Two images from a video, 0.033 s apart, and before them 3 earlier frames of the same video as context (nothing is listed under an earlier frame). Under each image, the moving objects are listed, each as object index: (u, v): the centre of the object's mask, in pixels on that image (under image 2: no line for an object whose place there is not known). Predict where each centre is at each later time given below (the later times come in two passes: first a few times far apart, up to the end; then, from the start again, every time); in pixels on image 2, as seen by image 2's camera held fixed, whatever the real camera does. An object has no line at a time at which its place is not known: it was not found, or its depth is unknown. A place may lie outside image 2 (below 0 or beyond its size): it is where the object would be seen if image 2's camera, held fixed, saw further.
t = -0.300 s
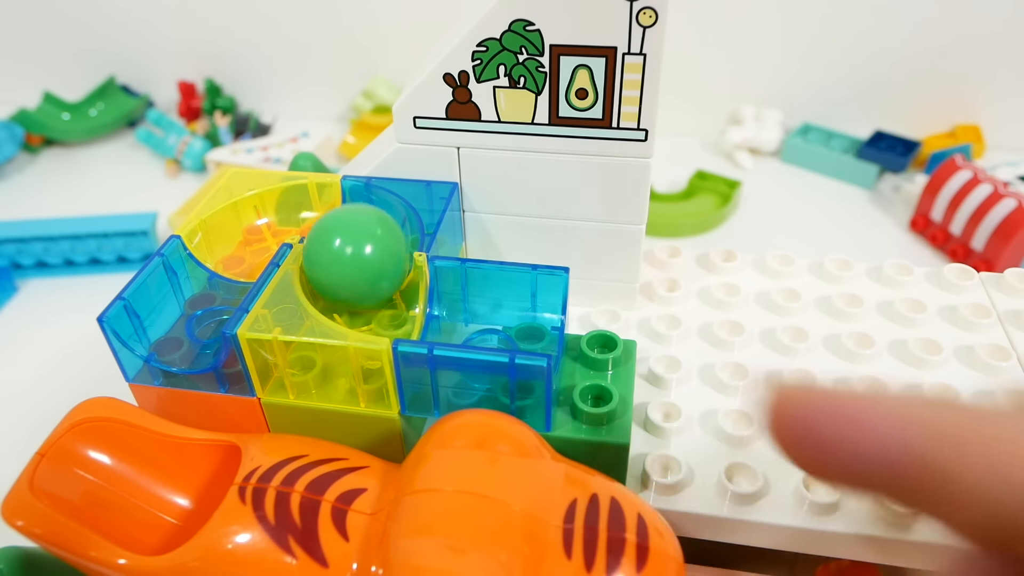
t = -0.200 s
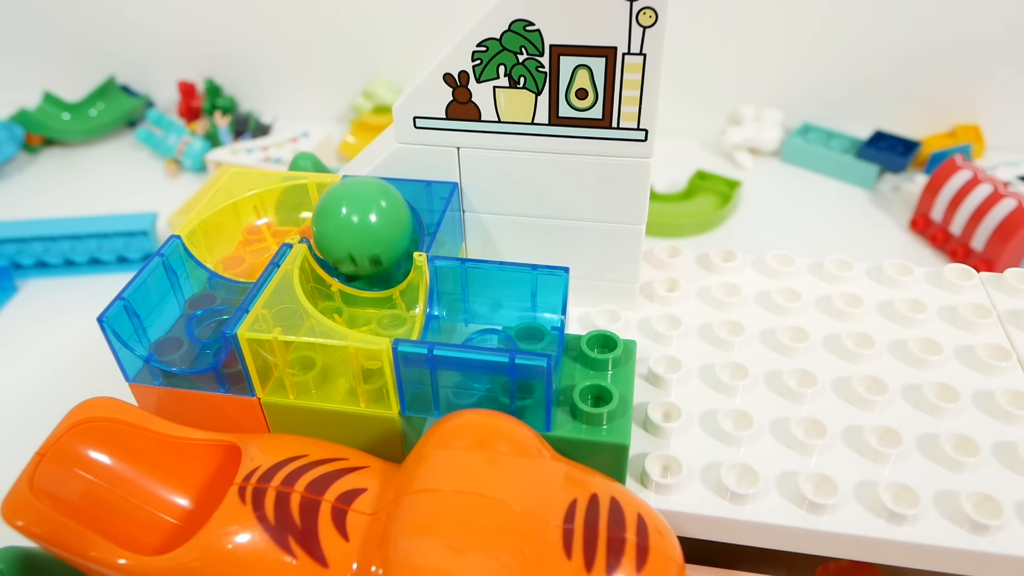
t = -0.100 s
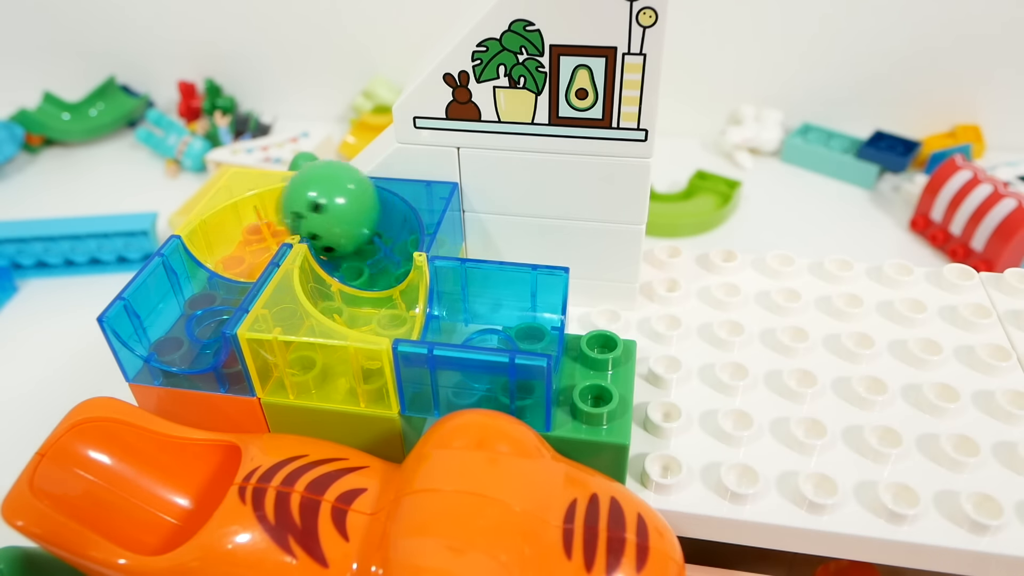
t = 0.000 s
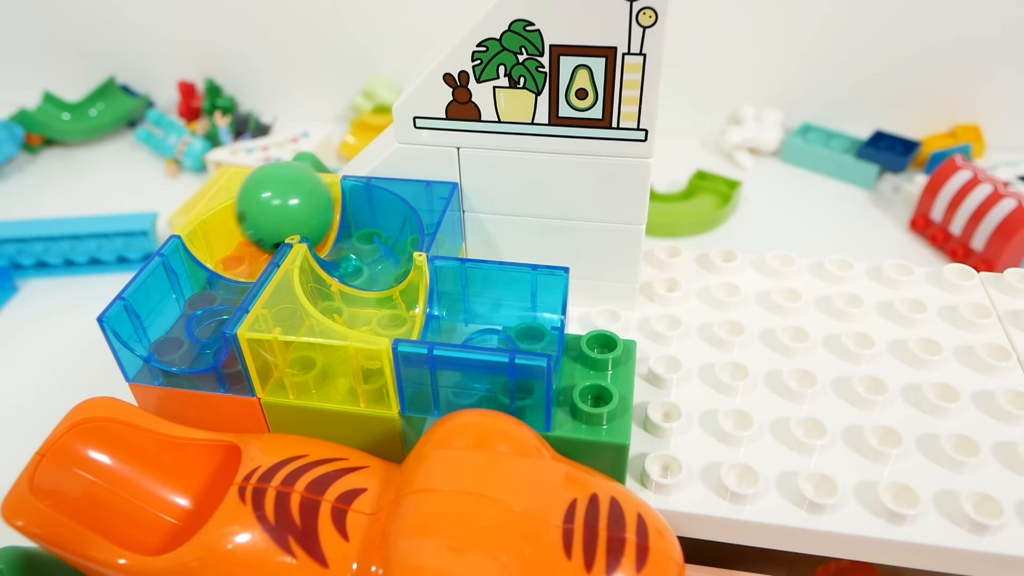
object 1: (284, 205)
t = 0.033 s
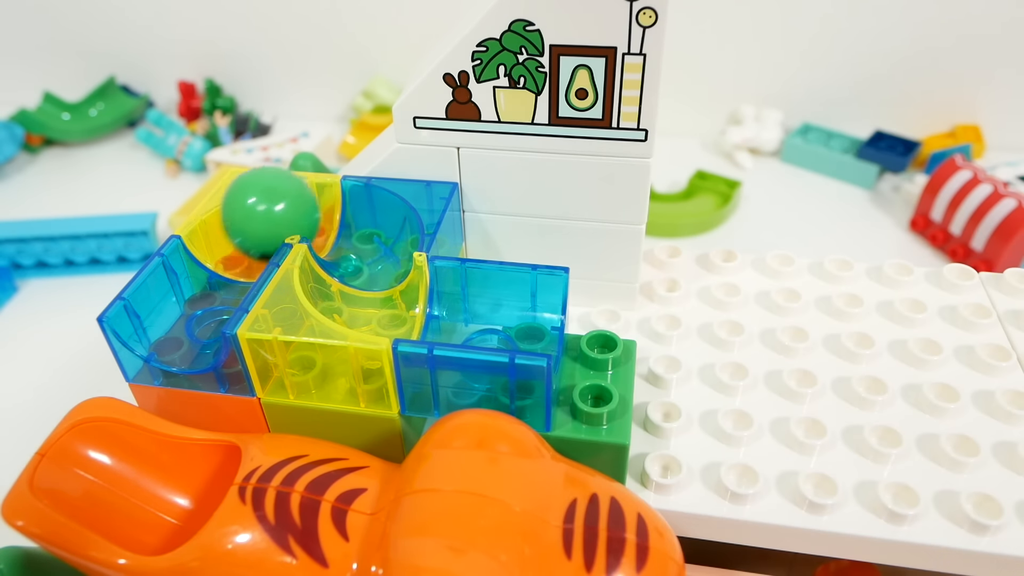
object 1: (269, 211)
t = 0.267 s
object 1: (205, 268)
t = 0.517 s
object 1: (158, 333)
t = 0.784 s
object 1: (177, 495)
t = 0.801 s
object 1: (196, 498)
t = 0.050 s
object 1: (261, 214)
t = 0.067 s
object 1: (254, 217)
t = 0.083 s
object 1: (247, 222)
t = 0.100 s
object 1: (242, 226)
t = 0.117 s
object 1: (237, 230)
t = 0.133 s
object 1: (232, 235)
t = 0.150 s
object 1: (228, 239)
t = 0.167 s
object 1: (225, 243)
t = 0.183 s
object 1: (222, 247)
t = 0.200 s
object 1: (219, 252)
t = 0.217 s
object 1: (215, 255)
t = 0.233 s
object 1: (212, 260)
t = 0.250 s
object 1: (209, 264)
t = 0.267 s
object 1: (205, 268)
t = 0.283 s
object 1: (202, 272)
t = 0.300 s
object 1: (199, 276)
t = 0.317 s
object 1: (196, 281)
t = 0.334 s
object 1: (192, 285)
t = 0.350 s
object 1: (189, 288)
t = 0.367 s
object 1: (185, 293)
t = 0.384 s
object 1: (182, 297)
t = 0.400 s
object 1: (179, 302)
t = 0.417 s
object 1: (175, 307)
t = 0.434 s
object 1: (173, 311)
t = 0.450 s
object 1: (171, 315)
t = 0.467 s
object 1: (168, 319)
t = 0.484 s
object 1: (164, 324)
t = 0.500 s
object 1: (161, 328)
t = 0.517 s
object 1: (158, 333)
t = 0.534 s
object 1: (156, 339)
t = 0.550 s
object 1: (152, 347)
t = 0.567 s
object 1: (147, 362)
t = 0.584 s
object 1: (147, 373)
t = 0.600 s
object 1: (153, 386)
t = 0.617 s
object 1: (165, 402)
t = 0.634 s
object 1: (176, 422)
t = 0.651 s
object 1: (175, 442)
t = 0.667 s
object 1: (163, 470)
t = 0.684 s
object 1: (144, 490)
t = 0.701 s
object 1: (127, 478)
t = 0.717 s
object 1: (125, 467)
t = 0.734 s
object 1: (135, 462)
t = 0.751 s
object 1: (151, 469)
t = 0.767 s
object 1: (164, 485)
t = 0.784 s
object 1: (177, 495)
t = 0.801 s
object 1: (196, 498)
